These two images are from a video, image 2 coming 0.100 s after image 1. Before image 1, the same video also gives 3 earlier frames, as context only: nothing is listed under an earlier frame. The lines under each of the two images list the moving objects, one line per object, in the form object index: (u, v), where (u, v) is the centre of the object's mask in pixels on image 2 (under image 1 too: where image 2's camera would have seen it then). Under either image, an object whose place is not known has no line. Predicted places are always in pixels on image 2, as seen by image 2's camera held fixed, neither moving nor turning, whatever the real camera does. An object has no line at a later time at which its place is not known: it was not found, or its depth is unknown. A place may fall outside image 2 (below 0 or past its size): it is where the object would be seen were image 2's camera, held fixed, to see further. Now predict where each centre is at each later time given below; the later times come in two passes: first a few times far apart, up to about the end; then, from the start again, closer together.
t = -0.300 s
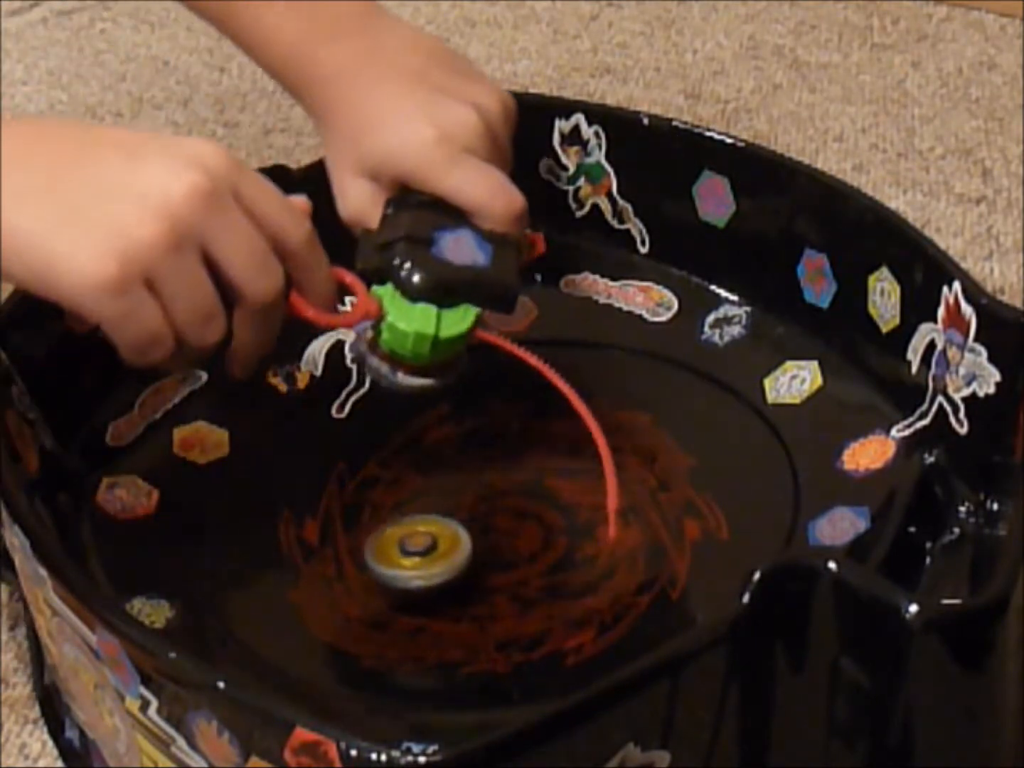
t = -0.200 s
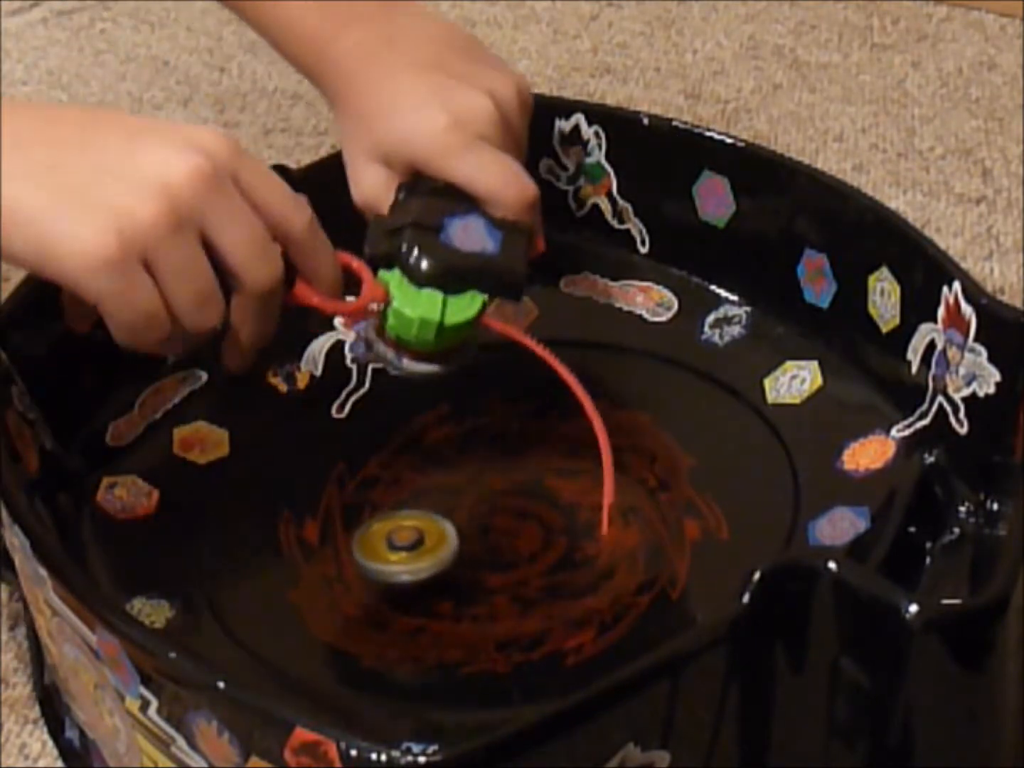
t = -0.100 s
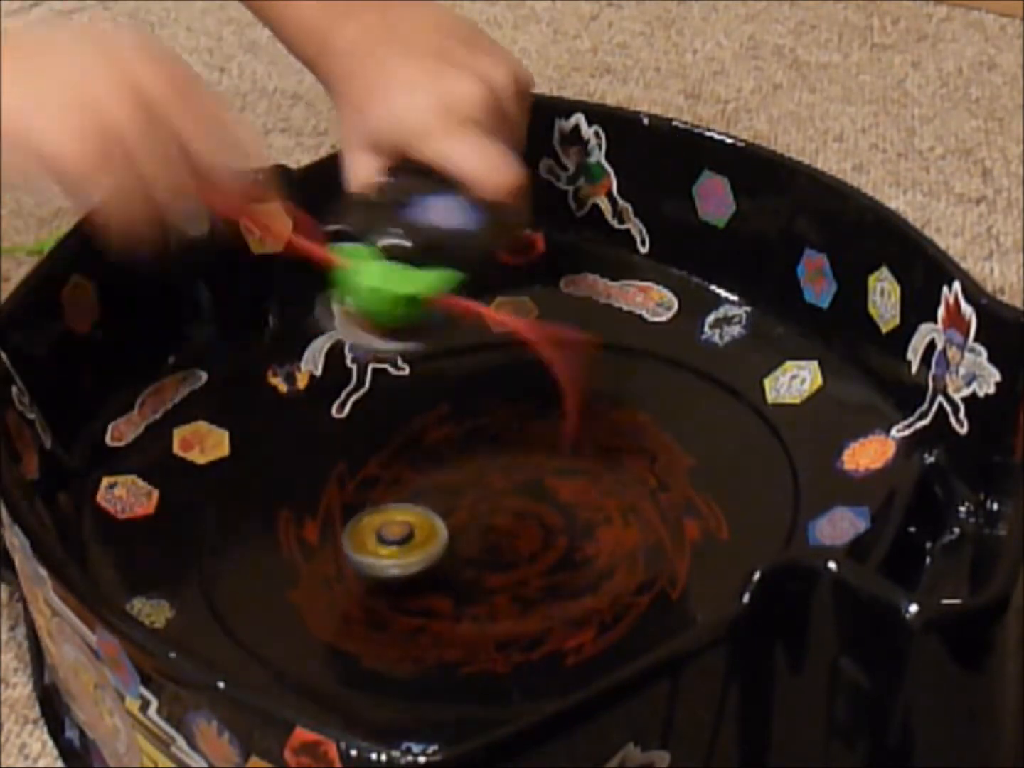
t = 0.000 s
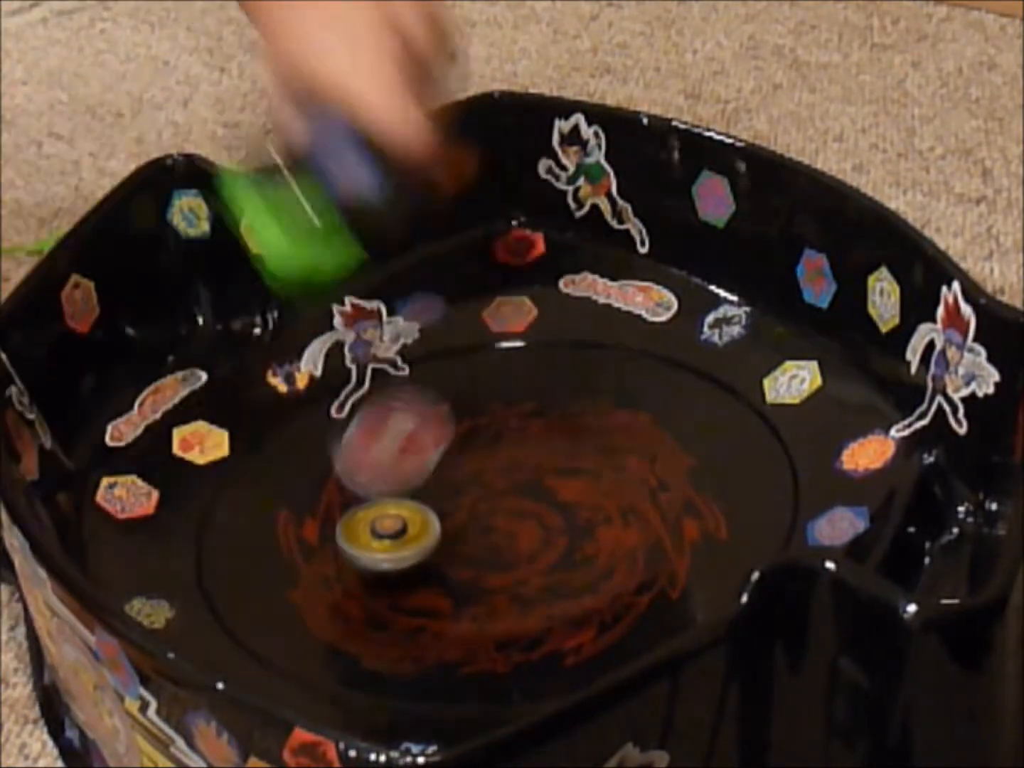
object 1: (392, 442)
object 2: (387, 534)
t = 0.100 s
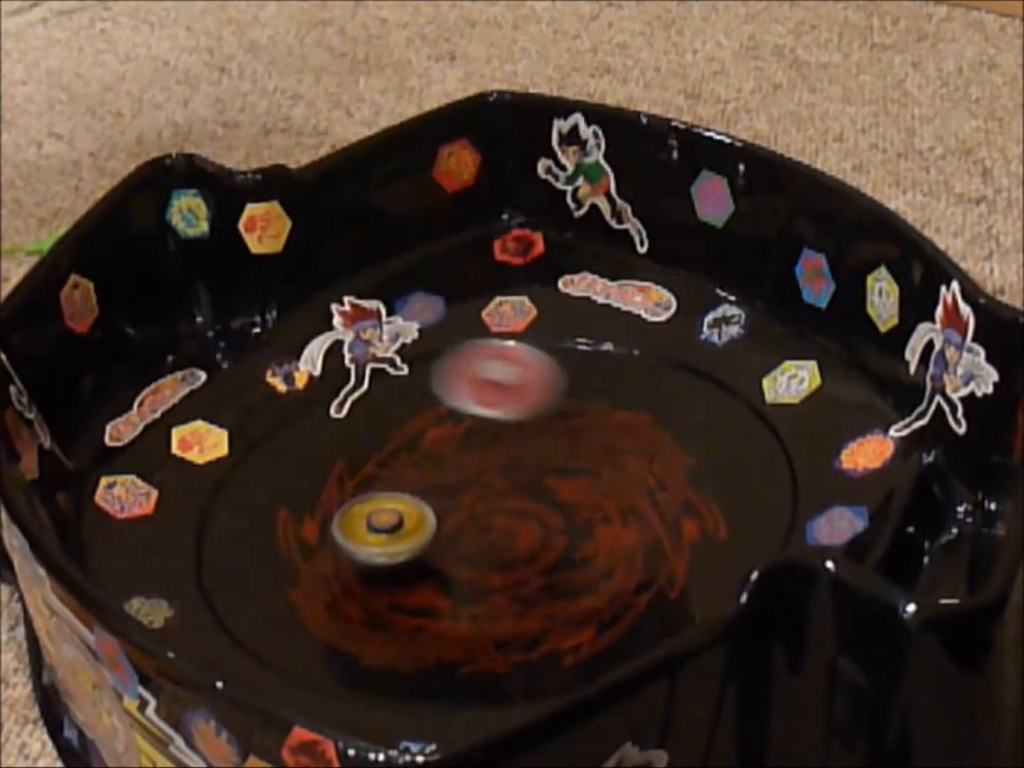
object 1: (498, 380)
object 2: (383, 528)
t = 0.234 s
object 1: (646, 426)
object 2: (383, 520)
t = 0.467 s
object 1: (705, 437)
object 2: (380, 502)
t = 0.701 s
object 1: (556, 477)
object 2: (388, 485)
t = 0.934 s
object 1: (628, 511)
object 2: (309, 451)
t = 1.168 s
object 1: (783, 470)
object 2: (340, 487)
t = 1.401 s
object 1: (624, 457)
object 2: (427, 502)
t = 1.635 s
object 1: (669, 354)
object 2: (206, 522)
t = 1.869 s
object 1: (657, 373)
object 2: (347, 562)
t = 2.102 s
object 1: (473, 344)
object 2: (618, 636)
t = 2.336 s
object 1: (357, 358)
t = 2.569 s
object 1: (260, 414)
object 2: (368, 483)
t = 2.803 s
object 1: (383, 542)
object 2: (473, 444)
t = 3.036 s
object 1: (533, 552)
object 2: (471, 420)
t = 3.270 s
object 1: (523, 501)
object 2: (457, 425)
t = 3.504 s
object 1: (562, 648)
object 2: (390, 271)
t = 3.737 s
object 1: (642, 645)
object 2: (496, 355)
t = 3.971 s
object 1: (726, 538)
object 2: (582, 497)
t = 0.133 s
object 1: (539, 399)
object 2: (383, 527)
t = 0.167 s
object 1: (581, 433)
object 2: (383, 525)
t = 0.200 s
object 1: (616, 431)
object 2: (382, 523)
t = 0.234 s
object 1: (646, 426)
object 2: (383, 520)
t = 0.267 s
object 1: (674, 427)
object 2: (382, 517)
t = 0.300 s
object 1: (691, 421)
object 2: (382, 515)
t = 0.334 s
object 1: (706, 425)
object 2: (381, 512)
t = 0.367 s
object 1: (712, 426)
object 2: (379, 509)
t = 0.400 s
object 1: (715, 429)
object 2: (380, 507)
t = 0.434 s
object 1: (713, 432)
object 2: (379, 505)
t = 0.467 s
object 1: (705, 437)
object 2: (380, 502)
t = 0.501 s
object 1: (693, 442)
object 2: (380, 500)
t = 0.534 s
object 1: (677, 448)
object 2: (381, 497)
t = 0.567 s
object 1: (656, 455)
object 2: (383, 495)
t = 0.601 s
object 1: (632, 463)
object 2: (383, 493)
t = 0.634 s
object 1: (606, 469)
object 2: (385, 490)
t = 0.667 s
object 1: (580, 473)
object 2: (387, 487)
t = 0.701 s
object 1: (556, 477)
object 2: (388, 485)
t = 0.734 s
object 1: (535, 480)
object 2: (390, 483)
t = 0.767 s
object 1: (516, 483)
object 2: (392, 480)
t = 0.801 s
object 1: (501, 486)
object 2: (393, 478)
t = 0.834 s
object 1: (520, 492)
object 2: (369, 471)
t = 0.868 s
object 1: (552, 499)
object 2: (342, 461)
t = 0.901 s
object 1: (588, 506)
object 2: (321, 454)
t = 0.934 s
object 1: (628, 511)
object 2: (309, 451)
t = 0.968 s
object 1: (665, 510)
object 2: (304, 451)
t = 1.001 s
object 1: (697, 506)
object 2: (303, 454)
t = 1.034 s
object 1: (726, 500)
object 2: (305, 459)
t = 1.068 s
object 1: (751, 493)
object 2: (310, 465)
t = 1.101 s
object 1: (771, 485)
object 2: (316, 471)
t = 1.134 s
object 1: (783, 476)
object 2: (327, 479)
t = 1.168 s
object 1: (783, 470)
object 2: (340, 487)
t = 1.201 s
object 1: (771, 467)
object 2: (355, 494)
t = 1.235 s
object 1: (753, 463)
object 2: (371, 499)
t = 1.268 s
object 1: (732, 460)
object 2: (387, 504)
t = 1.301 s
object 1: (708, 458)
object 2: (400, 505)
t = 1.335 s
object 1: (682, 457)
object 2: (412, 505)
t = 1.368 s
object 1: (654, 457)
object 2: (420, 504)
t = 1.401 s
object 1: (624, 457)
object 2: (427, 502)
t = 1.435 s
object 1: (592, 457)
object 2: (432, 500)
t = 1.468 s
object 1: (562, 457)
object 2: (436, 497)
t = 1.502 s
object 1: (538, 455)
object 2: (439, 494)
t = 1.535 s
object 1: (558, 419)
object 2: (383, 487)
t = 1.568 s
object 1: (597, 377)
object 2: (316, 500)
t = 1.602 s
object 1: (637, 358)
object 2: (257, 524)
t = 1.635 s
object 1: (669, 354)
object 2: (206, 522)
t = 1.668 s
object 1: (694, 335)
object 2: (158, 537)
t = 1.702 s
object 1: (710, 326)
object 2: (133, 541)
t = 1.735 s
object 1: (717, 321)
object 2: (160, 538)
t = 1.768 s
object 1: (715, 324)
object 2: (194, 549)
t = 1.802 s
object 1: (704, 333)
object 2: (239, 557)
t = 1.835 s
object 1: (682, 351)
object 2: (289, 561)
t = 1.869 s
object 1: (657, 373)
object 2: (347, 562)
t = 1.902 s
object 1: (626, 400)
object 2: (408, 558)
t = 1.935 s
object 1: (590, 430)
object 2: (466, 547)
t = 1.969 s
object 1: (552, 457)
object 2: (518, 537)
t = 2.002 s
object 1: (527, 442)
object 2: (558, 566)
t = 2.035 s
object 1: (509, 407)
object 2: (586, 605)
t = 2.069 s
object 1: (491, 375)
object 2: (608, 632)
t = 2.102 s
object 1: (473, 344)
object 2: (618, 636)
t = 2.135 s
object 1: (455, 320)
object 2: (612, 654)
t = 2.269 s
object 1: (390, 320)
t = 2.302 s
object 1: (371, 336)
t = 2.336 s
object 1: (357, 358)
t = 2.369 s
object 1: (338, 384)
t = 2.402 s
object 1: (321, 411)
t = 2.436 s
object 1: (304, 434)
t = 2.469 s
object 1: (290, 415)
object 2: (317, 491)
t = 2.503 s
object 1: (274, 392)
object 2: (331, 484)
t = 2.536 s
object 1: (264, 393)
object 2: (349, 487)
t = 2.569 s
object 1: (260, 414)
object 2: (368, 483)
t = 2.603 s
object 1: (263, 458)
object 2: (389, 478)
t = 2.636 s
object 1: (264, 490)
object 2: (408, 471)
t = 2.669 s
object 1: (279, 479)
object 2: (426, 465)
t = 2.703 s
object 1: (299, 487)
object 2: (442, 461)
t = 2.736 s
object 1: (323, 517)
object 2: (455, 456)
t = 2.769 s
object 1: (352, 534)
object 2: (466, 450)
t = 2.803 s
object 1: (383, 542)
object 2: (473, 444)
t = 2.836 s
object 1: (415, 551)
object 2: (478, 440)
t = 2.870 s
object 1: (442, 556)
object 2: (479, 435)
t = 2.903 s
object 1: (469, 558)
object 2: (479, 432)
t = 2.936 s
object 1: (489, 559)
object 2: (479, 428)
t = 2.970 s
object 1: (507, 557)
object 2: (477, 425)
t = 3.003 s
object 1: (522, 555)
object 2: (474, 422)
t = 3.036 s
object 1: (533, 552)
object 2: (471, 420)
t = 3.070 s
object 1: (541, 548)
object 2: (468, 419)
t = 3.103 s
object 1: (545, 541)
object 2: (466, 419)
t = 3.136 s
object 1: (546, 534)
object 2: (463, 419)
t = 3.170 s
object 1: (544, 526)
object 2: (461, 420)
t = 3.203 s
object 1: (540, 517)
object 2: (459, 421)
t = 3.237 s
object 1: (533, 508)
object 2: (458, 423)
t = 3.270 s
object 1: (523, 501)
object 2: (457, 425)
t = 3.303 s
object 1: (512, 495)
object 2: (457, 428)
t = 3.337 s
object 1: (500, 489)
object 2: (456, 429)
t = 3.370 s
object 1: (502, 512)
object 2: (448, 406)
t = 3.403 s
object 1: (517, 558)
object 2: (433, 366)
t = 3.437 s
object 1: (530, 599)
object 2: (415, 322)
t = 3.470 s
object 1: (545, 626)
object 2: (399, 292)
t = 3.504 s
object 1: (562, 648)
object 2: (390, 271)
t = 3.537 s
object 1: (575, 652)
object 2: (394, 263)
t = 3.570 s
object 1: (581, 660)
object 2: (415, 277)
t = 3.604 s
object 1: (591, 666)
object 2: (433, 289)
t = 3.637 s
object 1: (602, 668)
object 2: (450, 304)
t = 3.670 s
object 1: (616, 663)
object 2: (468, 316)
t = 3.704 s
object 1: (631, 655)
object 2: (483, 337)
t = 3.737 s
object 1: (642, 645)
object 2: (496, 355)
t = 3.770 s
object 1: (654, 634)
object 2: (509, 376)
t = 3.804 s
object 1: (667, 622)
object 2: (521, 397)
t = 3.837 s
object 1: (678, 609)
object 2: (531, 422)
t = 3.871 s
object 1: (690, 594)
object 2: (540, 443)
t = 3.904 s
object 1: (703, 578)
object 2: (550, 462)
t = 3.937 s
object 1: (716, 561)
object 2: (564, 480)
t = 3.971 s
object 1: (726, 538)
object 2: (582, 497)
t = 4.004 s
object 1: (728, 514)
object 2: (602, 513)
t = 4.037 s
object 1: (730, 479)
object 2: (616, 526)
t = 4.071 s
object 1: (776, 435)
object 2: (584, 534)
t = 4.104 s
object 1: (836, 397)
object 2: (544, 539)
